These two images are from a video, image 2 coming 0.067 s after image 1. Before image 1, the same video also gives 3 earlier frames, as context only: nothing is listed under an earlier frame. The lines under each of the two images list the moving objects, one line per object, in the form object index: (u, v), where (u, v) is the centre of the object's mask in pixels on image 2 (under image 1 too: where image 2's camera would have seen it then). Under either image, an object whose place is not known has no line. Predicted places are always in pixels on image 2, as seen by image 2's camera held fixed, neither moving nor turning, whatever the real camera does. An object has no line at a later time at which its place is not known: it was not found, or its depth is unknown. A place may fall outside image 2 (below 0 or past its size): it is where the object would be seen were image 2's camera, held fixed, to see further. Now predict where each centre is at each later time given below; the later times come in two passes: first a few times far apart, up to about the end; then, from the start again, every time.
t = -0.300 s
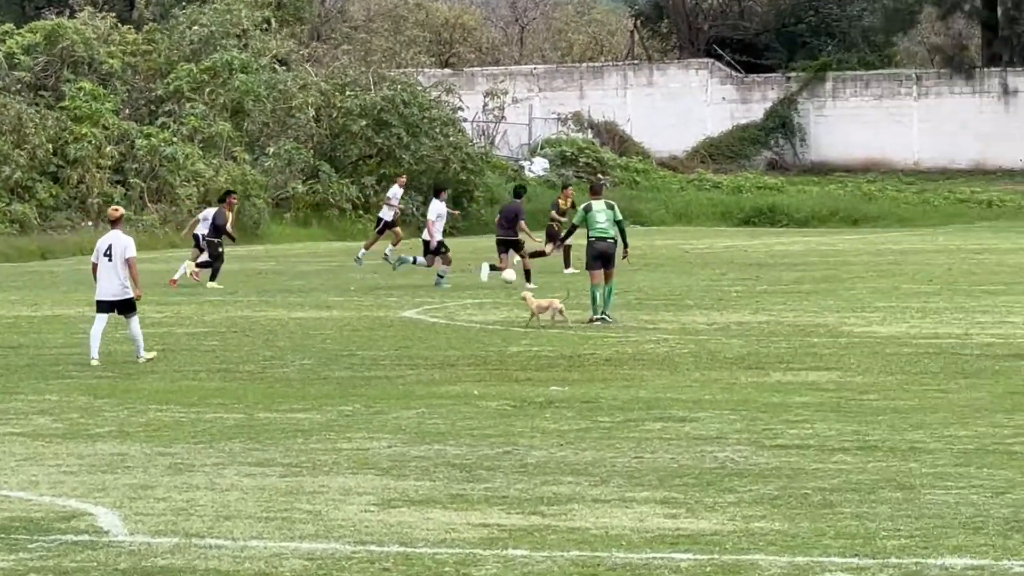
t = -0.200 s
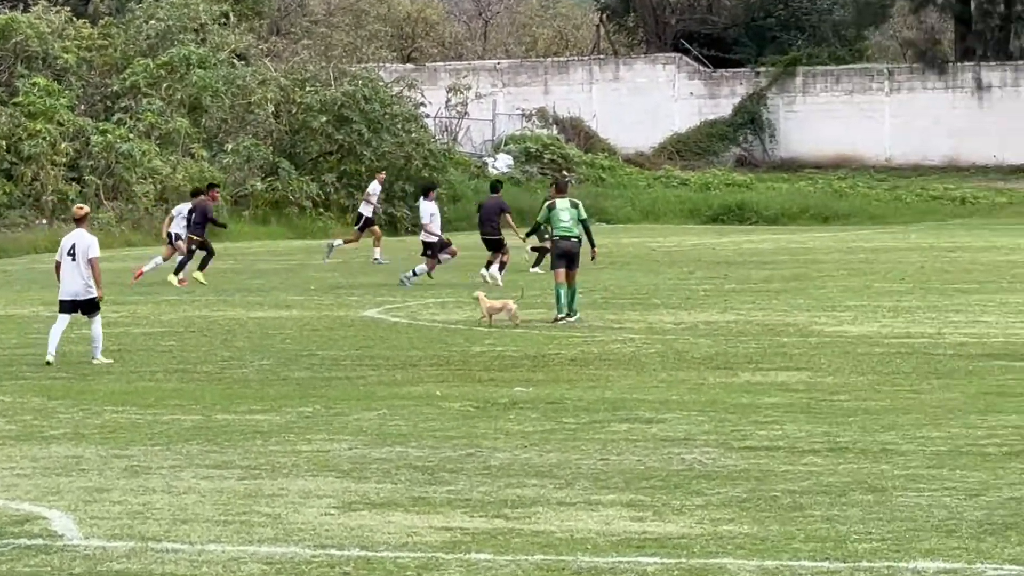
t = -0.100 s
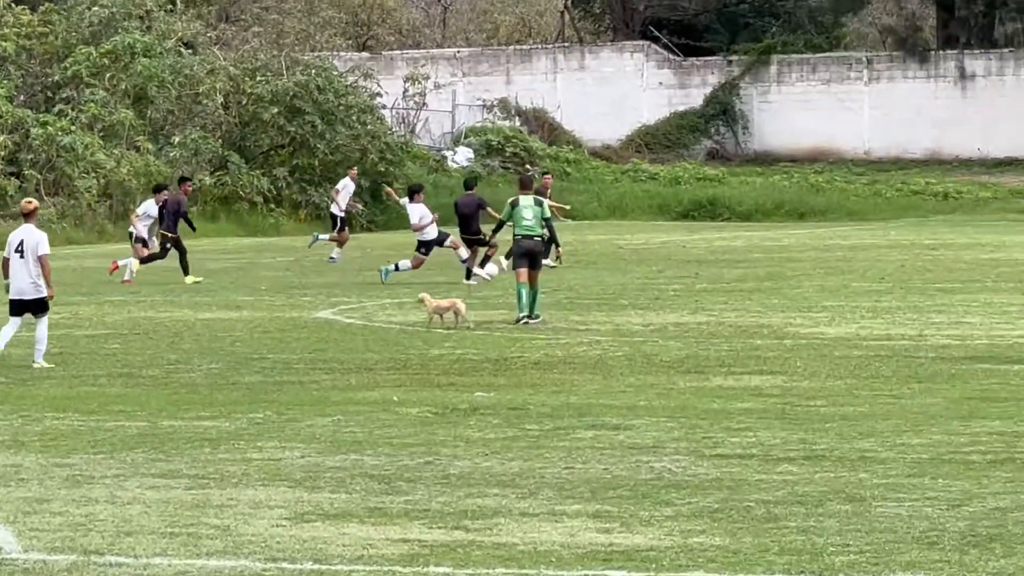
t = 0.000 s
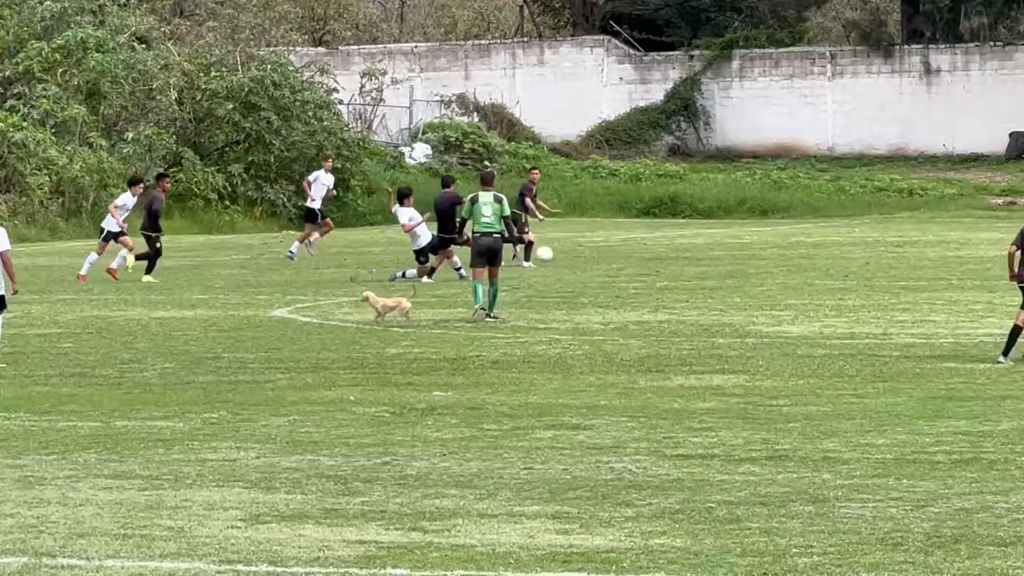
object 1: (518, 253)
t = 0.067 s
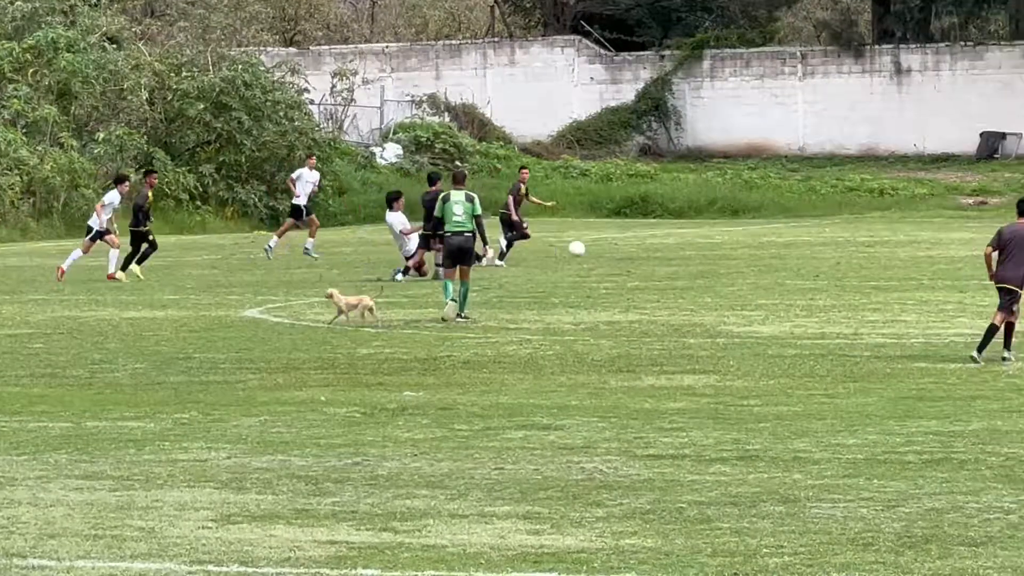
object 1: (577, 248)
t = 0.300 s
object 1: (774, 257)
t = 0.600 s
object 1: (965, 234)
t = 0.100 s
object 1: (605, 247)
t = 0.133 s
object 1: (633, 247)
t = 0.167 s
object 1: (662, 248)
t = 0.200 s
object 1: (690, 249)
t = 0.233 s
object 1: (719, 250)
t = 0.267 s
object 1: (746, 253)
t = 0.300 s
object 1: (774, 257)
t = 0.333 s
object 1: (800, 261)
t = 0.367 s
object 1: (824, 260)
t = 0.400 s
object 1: (845, 254)
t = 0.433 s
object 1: (866, 249)
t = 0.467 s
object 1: (885, 244)
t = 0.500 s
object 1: (905, 240)
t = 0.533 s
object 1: (925, 237)
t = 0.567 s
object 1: (945, 235)
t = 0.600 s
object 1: (965, 234)
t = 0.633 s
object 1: (984, 233)
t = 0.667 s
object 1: (1004, 234)
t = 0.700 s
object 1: (1023, 235)
